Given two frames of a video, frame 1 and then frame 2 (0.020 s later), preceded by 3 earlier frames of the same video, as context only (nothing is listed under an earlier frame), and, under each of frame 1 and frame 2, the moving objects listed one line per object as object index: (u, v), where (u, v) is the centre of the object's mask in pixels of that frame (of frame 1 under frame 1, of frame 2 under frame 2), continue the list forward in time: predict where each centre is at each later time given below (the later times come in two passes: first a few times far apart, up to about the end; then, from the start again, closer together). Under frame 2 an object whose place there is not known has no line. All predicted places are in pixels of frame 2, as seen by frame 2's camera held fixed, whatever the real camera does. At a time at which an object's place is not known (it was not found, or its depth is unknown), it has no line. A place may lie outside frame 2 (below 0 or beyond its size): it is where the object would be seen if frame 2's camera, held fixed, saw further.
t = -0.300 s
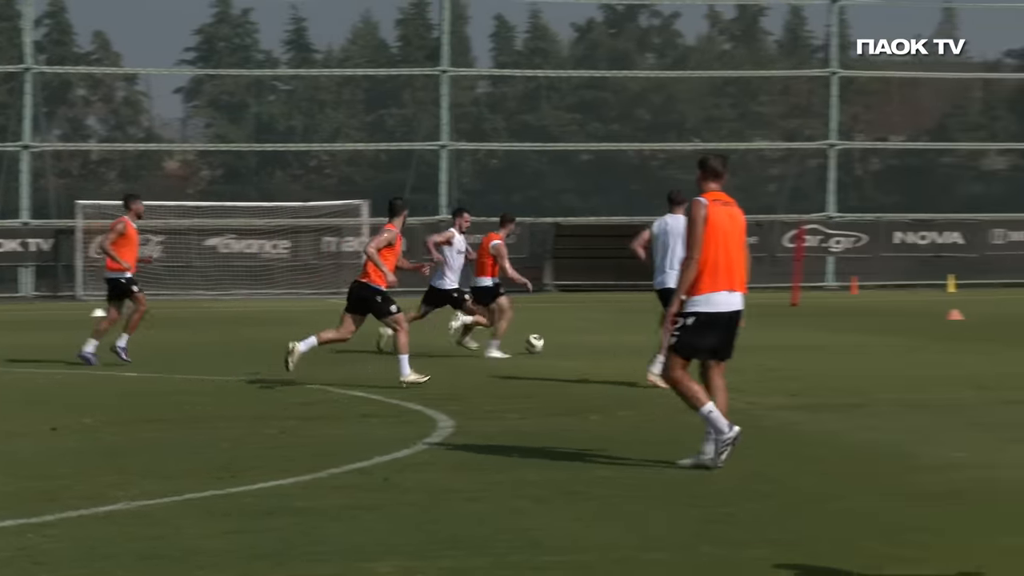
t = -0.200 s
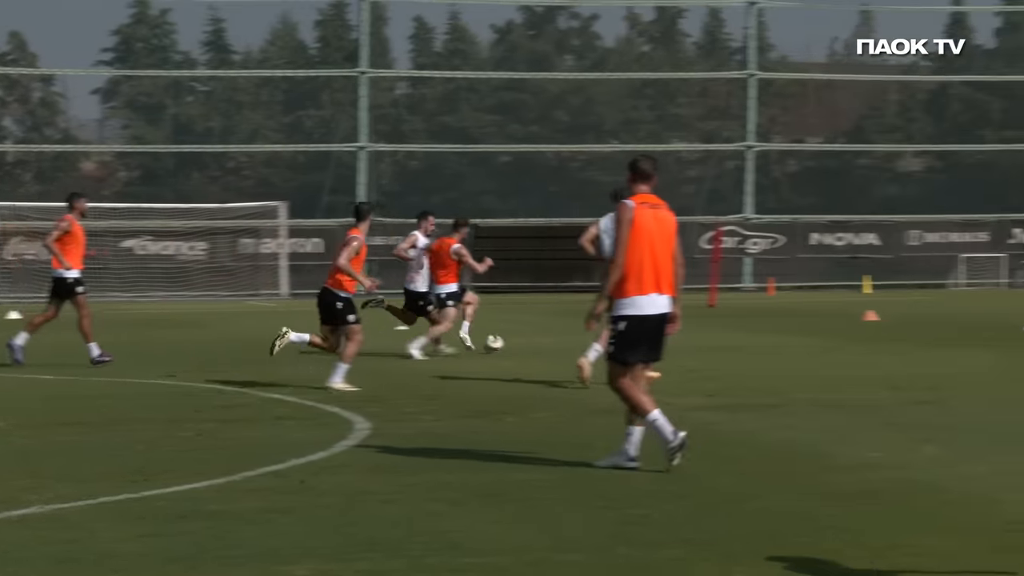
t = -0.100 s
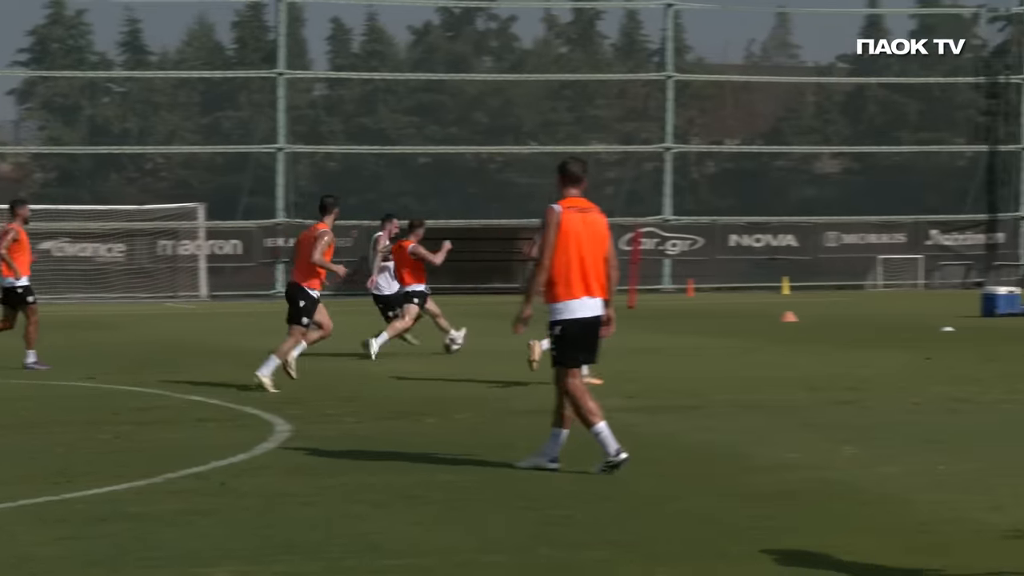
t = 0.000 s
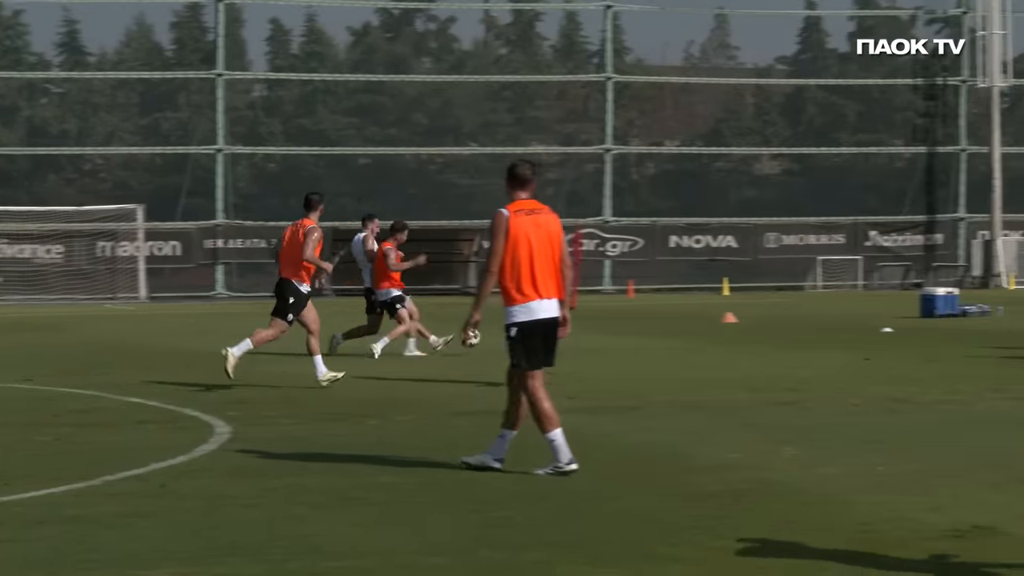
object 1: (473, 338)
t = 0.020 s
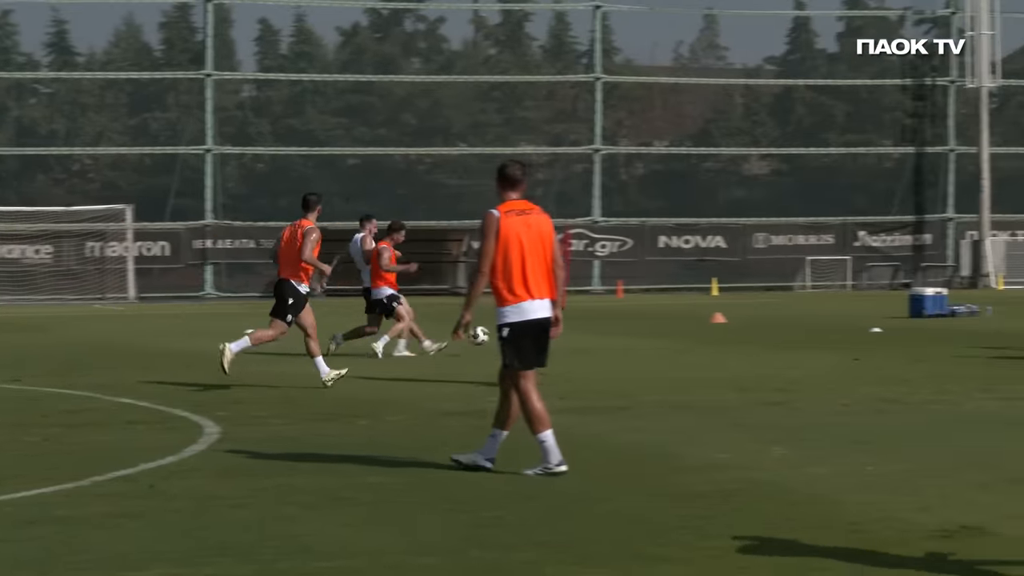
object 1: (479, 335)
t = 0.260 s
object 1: (723, 343)
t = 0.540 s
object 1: (1013, 357)
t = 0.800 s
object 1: (1327, 388)
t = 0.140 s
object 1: (600, 332)
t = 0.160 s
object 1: (621, 332)
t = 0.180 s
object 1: (641, 333)
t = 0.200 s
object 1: (661, 335)
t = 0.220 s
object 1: (683, 338)
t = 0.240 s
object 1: (703, 340)
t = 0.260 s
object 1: (723, 343)
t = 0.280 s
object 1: (744, 346)
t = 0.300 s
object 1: (765, 350)
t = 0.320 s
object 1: (786, 356)
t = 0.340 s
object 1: (807, 358)
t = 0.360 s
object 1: (826, 356)
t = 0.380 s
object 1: (846, 354)
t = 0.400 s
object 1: (865, 353)
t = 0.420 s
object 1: (885, 352)
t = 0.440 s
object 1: (905, 351)
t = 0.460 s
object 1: (925, 352)
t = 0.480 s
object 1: (946, 352)
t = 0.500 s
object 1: (968, 353)
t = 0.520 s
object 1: (991, 355)
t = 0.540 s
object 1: (1013, 357)
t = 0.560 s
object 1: (1035, 360)
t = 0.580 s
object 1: (1059, 363)
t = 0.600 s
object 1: (1083, 368)
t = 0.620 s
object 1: (1106, 372)
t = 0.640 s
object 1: (1131, 378)
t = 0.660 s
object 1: (1155, 382)
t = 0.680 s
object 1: (1178, 383)
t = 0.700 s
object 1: (1202, 382)
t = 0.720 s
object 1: (1226, 382)
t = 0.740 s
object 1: (1251, 383)
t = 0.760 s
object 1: (1276, 383)
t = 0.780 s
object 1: (1302, 386)
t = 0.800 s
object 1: (1327, 388)
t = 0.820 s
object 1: (1353, 391)
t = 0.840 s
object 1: (1381, 394)
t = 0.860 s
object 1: (1408, 398)
